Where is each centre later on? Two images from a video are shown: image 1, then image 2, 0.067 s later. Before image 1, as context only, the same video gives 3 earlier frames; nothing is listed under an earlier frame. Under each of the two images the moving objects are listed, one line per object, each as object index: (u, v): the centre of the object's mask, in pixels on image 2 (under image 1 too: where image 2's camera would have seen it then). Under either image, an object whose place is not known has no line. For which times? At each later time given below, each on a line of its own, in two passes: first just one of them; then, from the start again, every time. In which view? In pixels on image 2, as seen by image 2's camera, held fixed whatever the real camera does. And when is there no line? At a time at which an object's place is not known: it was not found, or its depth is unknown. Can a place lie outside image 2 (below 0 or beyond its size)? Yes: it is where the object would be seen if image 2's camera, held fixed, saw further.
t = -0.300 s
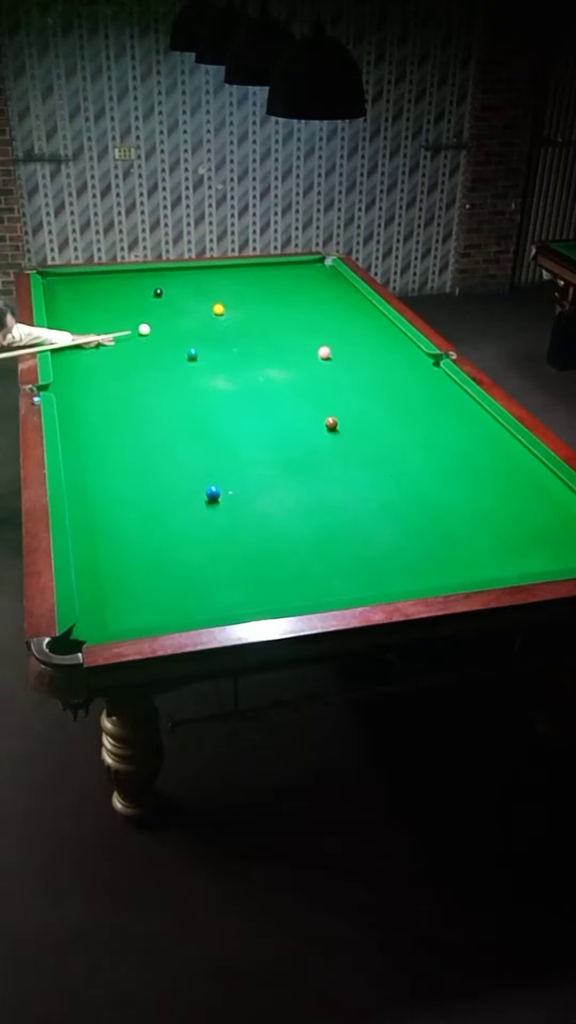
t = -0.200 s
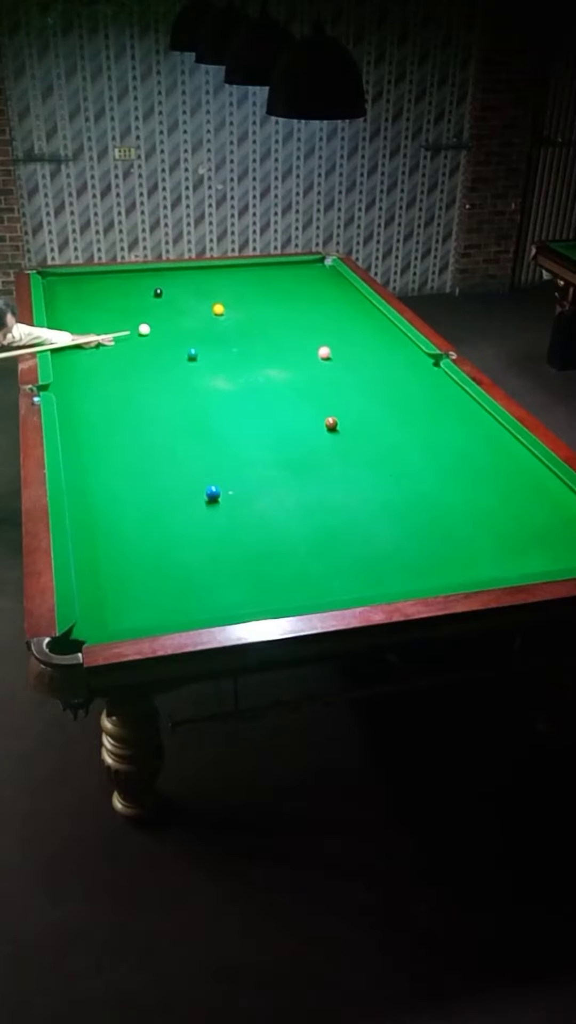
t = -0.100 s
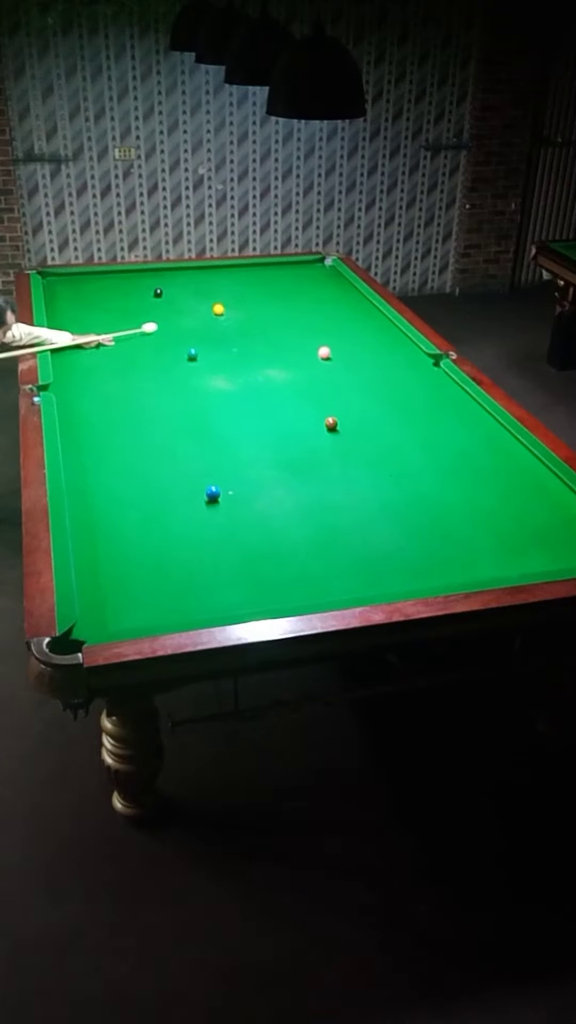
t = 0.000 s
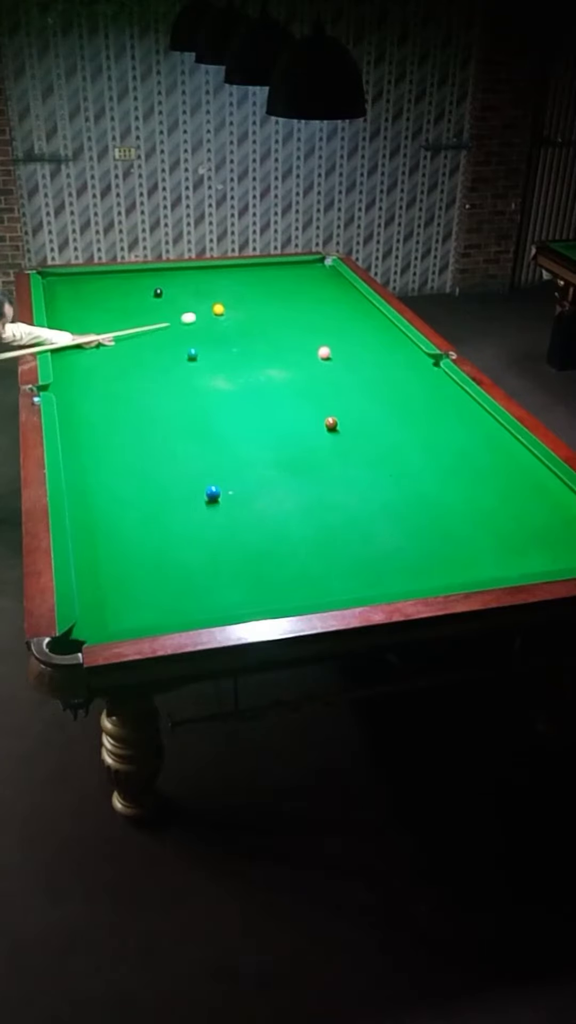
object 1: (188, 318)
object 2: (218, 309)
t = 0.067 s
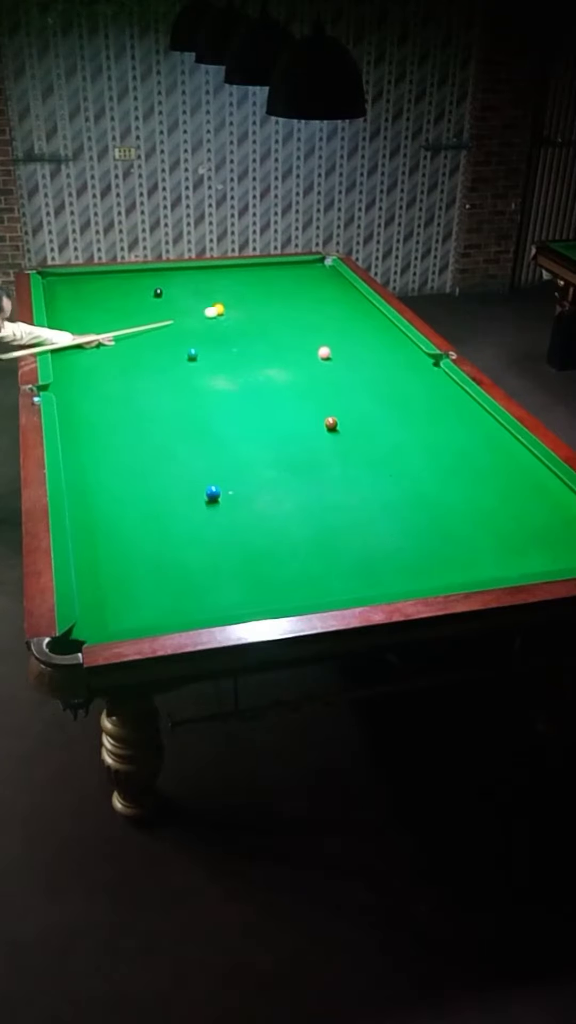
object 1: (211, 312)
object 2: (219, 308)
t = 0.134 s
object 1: (219, 313)
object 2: (231, 303)
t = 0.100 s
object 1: (215, 313)
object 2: (225, 306)
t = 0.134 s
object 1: (219, 313)
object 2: (231, 303)
